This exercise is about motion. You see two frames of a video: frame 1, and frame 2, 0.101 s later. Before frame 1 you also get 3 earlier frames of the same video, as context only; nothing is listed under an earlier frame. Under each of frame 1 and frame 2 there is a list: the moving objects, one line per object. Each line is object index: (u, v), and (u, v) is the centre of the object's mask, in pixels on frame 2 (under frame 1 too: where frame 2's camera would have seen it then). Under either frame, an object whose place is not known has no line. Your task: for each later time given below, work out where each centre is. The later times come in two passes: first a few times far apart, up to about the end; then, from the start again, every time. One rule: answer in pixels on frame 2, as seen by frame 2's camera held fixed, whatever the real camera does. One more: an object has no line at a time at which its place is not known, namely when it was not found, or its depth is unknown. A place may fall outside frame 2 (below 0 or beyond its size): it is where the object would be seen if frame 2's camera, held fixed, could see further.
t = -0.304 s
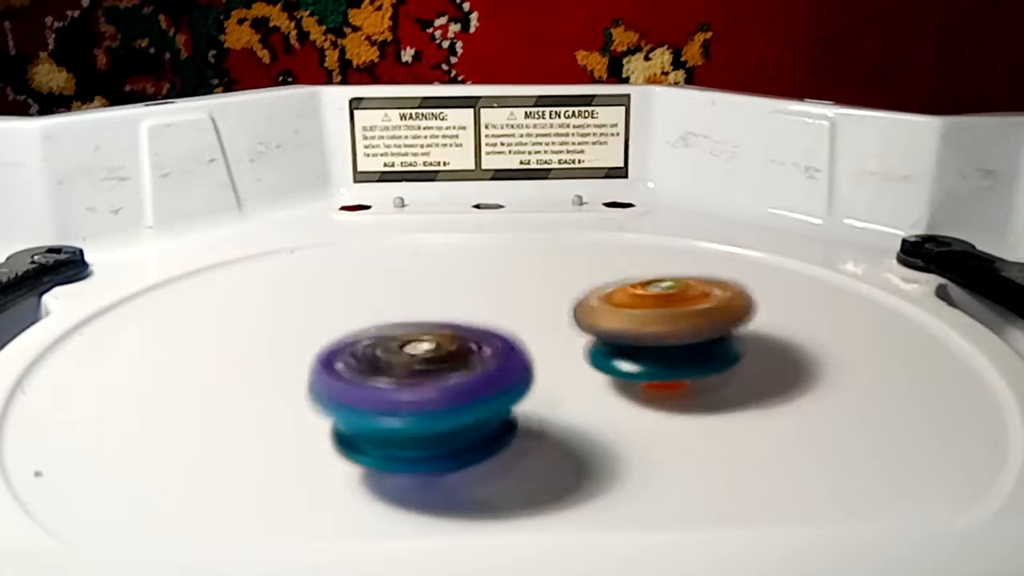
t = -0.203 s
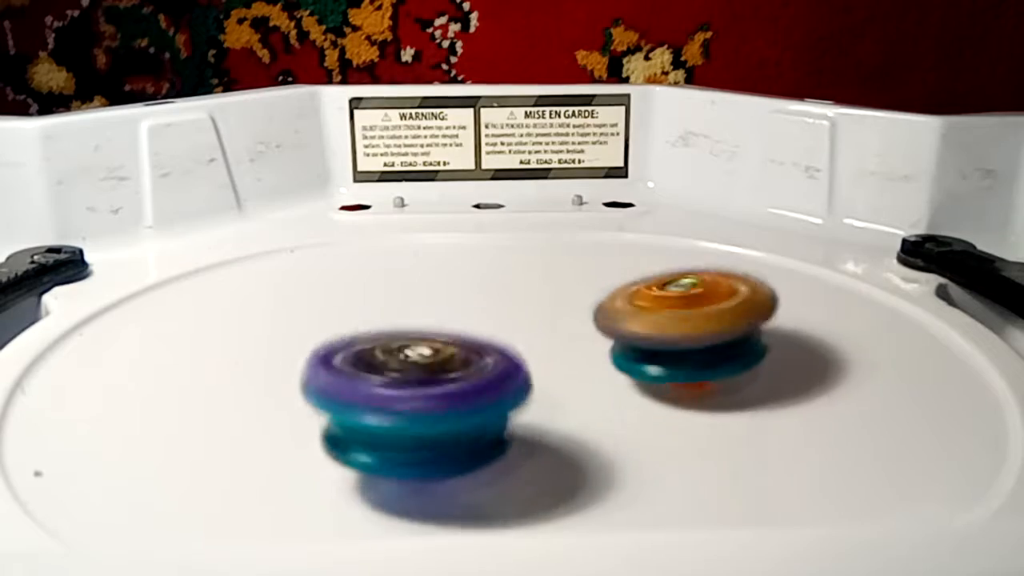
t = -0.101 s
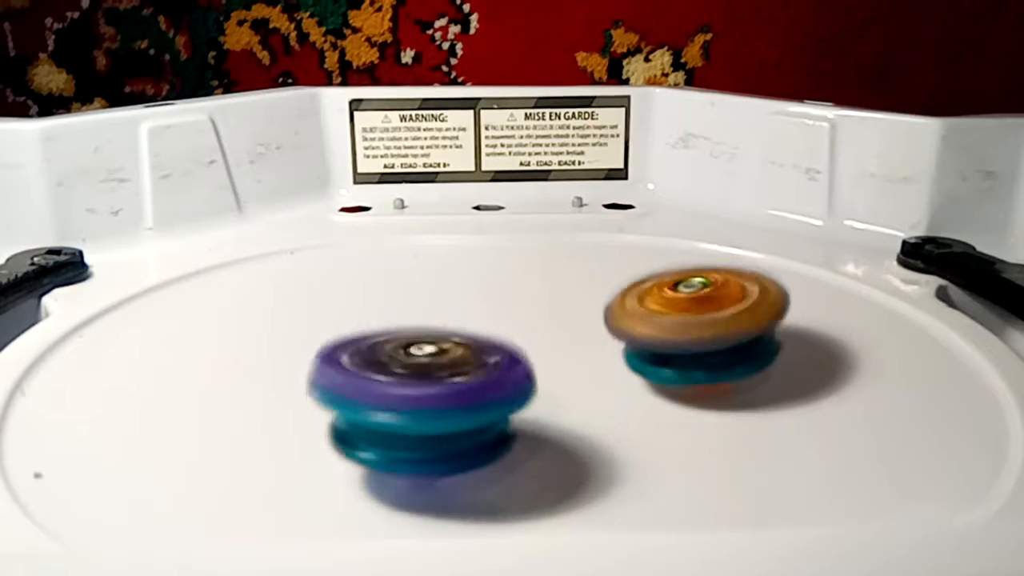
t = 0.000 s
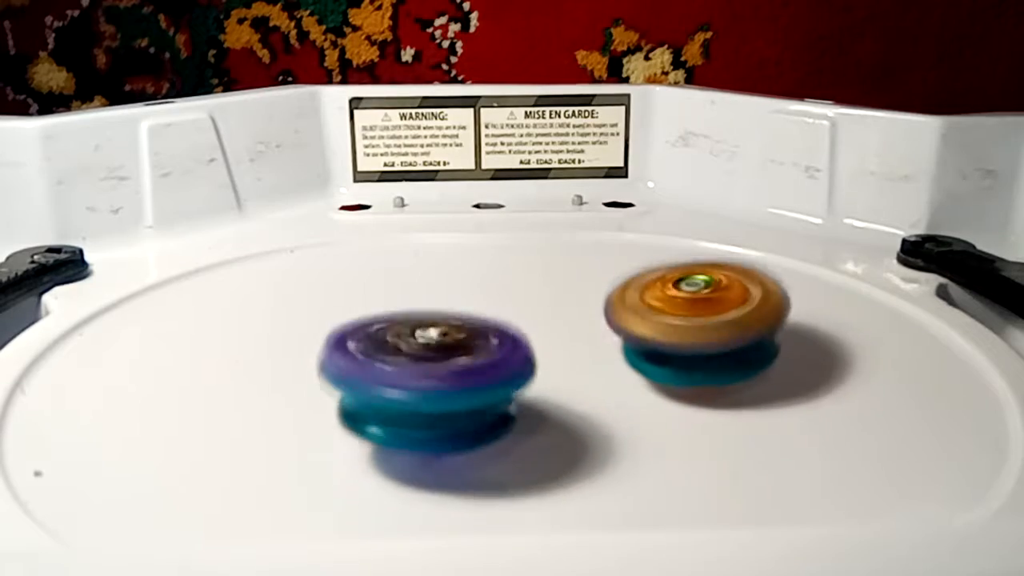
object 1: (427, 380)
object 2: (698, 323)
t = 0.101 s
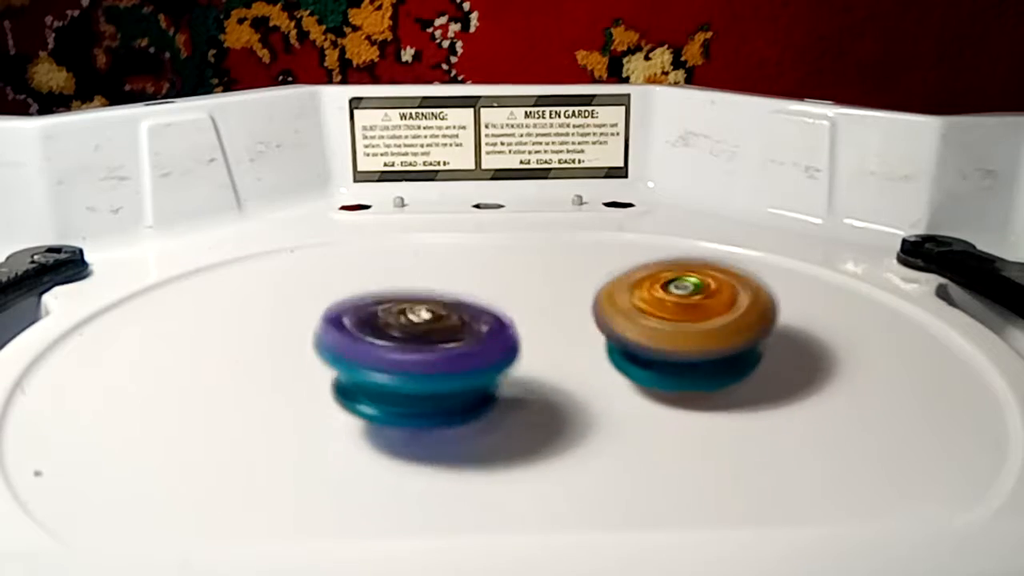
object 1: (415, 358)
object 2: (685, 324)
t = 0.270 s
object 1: (384, 326)
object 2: (643, 334)
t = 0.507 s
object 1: (358, 304)
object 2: (576, 362)
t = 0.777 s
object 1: (415, 306)
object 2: (517, 397)
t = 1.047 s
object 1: (522, 300)
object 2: (489, 416)
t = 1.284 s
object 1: (582, 309)
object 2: (468, 406)
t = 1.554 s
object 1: (599, 325)
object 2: (418, 373)
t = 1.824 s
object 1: (568, 341)
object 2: (352, 352)
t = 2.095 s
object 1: (591, 361)
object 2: (321, 348)
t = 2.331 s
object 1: (568, 342)
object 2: (352, 350)
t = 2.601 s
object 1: (649, 320)
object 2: (349, 341)
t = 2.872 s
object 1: (691, 284)
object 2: (325, 336)
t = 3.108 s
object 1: (587, 306)
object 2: (360, 340)
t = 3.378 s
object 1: (583, 344)
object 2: (340, 340)
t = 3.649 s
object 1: (601, 352)
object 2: (377, 345)
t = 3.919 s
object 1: (584, 348)
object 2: (384, 322)
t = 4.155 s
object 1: (579, 344)
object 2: (376, 311)
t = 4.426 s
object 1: (583, 341)
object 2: (403, 316)
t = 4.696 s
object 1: (583, 345)
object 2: (415, 307)
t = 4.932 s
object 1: (573, 353)
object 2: (406, 313)
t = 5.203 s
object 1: (644, 366)
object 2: (360, 305)
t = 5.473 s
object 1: (621, 352)
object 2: (415, 330)
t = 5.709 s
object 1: (648, 345)
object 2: (397, 334)
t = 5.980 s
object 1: (594, 336)
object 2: (415, 338)
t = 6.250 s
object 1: (632, 333)
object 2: (372, 313)
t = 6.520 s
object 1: (631, 324)
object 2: (434, 329)
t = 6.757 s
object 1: (606, 324)
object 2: (417, 339)
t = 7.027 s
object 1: (605, 328)
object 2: (387, 372)
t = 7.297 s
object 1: (593, 325)
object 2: (438, 373)
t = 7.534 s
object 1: (580, 326)
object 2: (437, 392)
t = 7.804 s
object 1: (581, 326)
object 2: (427, 384)
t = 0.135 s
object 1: (410, 350)
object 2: (679, 324)
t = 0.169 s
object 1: (403, 343)
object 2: (671, 327)
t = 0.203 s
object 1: (398, 339)
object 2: (662, 329)
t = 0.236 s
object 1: (390, 331)
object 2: (653, 331)
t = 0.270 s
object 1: (384, 326)
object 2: (643, 334)
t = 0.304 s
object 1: (378, 320)
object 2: (635, 336)
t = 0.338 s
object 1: (373, 316)
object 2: (624, 341)
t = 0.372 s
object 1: (369, 312)
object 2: (615, 343)
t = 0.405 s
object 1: (364, 309)
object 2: (606, 349)
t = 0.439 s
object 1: (360, 307)
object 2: (595, 353)
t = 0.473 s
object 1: (359, 304)
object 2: (587, 356)
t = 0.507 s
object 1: (358, 304)
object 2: (576, 362)
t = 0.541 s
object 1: (358, 303)
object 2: (570, 365)
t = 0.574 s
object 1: (363, 305)
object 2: (565, 371)
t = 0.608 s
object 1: (368, 306)
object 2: (558, 374)
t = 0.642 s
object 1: (375, 306)
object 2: (549, 381)
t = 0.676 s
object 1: (383, 308)
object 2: (538, 387)
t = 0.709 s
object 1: (392, 308)
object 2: (529, 390)
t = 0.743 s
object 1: (402, 306)
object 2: (522, 395)
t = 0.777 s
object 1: (415, 306)
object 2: (517, 397)
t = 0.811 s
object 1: (429, 301)
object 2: (512, 401)
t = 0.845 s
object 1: (446, 299)
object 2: (506, 405)
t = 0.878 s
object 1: (465, 298)
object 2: (504, 408)
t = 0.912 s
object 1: (480, 299)
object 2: (498, 411)
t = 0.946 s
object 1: (492, 298)
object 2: (497, 413)
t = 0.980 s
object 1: (502, 300)
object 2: (494, 416)
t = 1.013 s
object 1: (512, 299)
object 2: (491, 415)
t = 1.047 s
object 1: (522, 300)
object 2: (489, 416)
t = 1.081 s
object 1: (529, 300)
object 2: (486, 416)
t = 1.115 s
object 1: (538, 301)
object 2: (484, 416)
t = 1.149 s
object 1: (546, 301)
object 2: (482, 415)
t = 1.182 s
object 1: (556, 304)
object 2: (480, 413)
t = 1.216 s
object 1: (564, 304)
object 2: (475, 411)
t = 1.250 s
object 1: (574, 308)
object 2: (473, 408)
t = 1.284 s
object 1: (582, 309)
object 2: (468, 406)
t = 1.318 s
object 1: (589, 312)
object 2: (463, 402)
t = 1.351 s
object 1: (593, 313)
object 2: (458, 398)
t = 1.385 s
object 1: (597, 317)
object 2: (452, 394)
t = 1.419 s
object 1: (600, 318)
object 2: (446, 390)
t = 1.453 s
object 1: (601, 320)
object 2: (439, 386)
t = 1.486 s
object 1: (602, 321)
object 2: (433, 381)
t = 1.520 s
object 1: (601, 324)
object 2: (425, 378)
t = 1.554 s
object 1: (599, 325)
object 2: (418, 373)
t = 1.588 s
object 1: (596, 328)
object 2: (410, 370)
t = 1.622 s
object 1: (594, 329)
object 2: (403, 366)
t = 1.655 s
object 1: (593, 331)
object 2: (395, 363)
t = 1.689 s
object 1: (589, 332)
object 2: (386, 360)
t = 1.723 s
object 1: (582, 335)
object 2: (378, 358)
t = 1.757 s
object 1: (579, 335)
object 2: (369, 355)
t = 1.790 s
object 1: (575, 340)
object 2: (360, 354)
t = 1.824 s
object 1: (568, 341)
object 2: (352, 352)
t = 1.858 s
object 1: (565, 345)
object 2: (345, 351)
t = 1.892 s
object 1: (566, 353)
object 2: (339, 349)
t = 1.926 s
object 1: (565, 357)
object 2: (333, 349)
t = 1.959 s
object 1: (568, 361)
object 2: (328, 349)
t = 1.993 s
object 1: (574, 363)
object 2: (326, 349)
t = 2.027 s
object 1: (581, 364)
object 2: (323, 348)
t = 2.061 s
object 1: (586, 364)
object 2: (322, 348)
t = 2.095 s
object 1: (591, 361)
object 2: (321, 348)
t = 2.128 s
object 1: (590, 360)
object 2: (322, 348)
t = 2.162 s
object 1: (586, 357)
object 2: (324, 349)
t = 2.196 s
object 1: (581, 353)
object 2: (328, 350)
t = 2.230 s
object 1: (579, 350)
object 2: (333, 350)
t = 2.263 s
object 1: (570, 347)
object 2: (339, 351)
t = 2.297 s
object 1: (568, 343)
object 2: (346, 350)
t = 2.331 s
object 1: (568, 342)
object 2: (352, 350)
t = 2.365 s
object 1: (568, 343)
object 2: (361, 349)
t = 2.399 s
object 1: (570, 342)
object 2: (368, 349)
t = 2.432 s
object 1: (575, 343)
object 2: (379, 347)
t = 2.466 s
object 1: (582, 343)
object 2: (386, 347)
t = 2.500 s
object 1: (589, 340)
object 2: (392, 345)
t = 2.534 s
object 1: (614, 333)
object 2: (373, 341)
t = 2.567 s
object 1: (634, 326)
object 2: (357, 342)
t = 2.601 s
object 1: (649, 320)
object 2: (349, 341)
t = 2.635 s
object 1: (664, 315)
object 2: (345, 340)
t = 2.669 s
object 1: (675, 309)
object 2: (338, 338)
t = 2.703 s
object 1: (686, 304)
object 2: (333, 338)
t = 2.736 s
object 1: (694, 299)
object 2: (329, 337)
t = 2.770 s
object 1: (699, 295)
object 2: (327, 337)
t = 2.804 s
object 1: (700, 290)
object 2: (326, 336)
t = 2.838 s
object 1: (699, 287)
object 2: (324, 336)
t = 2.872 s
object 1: (691, 284)
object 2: (325, 336)
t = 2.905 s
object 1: (680, 283)
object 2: (326, 337)
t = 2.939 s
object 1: (669, 285)
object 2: (330, 337)
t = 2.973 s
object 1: (653, 287)
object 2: (333, 338)
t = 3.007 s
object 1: (637, 290)
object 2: (340, 338)
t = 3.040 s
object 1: (622, 293)
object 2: (344, 338)
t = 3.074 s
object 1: (605, 299)
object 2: (353, 339)
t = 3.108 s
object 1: (587, 306)
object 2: (360, 340)
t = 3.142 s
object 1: (572, 311)
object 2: (368, 339)
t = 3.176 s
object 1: (558, 317)
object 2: (369, 338)
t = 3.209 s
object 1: (562, 320)
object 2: (346, 336)
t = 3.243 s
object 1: (563, 323)
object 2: (337, 338)
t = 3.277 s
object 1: (566, 327)
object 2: (336, 340)
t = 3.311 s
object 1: (570, 331)
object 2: (341, 339)
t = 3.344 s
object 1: (576, 339)
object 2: (342, 339)
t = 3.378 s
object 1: (583, 344)
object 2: (340, 340)
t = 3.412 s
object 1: (591, 348)
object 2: (340, 341)
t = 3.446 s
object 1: (597, 352)
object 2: (341, 342)
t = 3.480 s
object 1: (605, 353)
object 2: (346, 343)
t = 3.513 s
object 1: (611, 353)
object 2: (350, 344)
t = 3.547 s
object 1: (613, 355)
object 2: (356, 344)
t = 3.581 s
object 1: (607, 353)
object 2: (362, 345)
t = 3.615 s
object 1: (605, 353)
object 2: (368, 345)
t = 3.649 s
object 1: (601, 352)
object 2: (377, 345)
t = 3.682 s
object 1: (594, 352)
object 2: (382, 343)
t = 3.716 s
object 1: (589, 353)
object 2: (390, 341)
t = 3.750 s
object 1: (580, 351)
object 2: (395, 340)
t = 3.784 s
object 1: (578, 351)
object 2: (393, 336)
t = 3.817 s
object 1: (583, 352)
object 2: (388, 332)
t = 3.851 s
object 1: (584, 351)
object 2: (386, 329)
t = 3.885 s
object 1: (585, 349)
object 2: (386, 324)
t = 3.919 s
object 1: (584, 348)
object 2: (384, 322)
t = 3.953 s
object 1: (584, 348)
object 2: (382, 320)
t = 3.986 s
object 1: (577, 347)
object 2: (381, 317)
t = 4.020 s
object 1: (575, 349)
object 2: (380, 315)
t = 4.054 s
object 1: (577, 346)
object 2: (379, 313)
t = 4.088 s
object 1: (574, 343)
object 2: (377, 311)
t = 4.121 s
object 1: (577, 346)
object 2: (375, 311)
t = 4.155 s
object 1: (579, 344)
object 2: (376, 311)
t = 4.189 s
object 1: (578, 343)
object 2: (378, 311)
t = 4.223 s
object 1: (581, 344)
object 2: (378, 310)
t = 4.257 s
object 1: (583, 344)
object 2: (380, 311)
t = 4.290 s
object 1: (579, 342)
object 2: (381, 312)
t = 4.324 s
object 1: (582, 343)
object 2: (387, 313)
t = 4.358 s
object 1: (582, 341)
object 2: (393, 314)
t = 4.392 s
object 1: (580, 340)
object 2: (398, 314)
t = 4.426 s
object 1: (583, 341)
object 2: (403, 316)
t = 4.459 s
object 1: (582, 339)
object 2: (406, 316)
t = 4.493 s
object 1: (578, 339)
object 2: (411, 313)
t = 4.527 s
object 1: (579, 340)
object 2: (415, 313)
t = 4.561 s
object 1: (582, 338)
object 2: (415, 314)
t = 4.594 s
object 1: (583, 339)
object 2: (417, 311)
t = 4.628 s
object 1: (585, 342)
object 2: (418, 310)
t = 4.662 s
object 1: (581, 342)
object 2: (418, 309)
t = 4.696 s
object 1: (583, 345)
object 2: (415, 307)
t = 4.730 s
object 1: (585, 348)
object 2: (412, 308)
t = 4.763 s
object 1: (584, 349)
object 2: (411, 309)
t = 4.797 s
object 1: (585, 353)
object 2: (411, 309)
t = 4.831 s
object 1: (584, 352)
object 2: (410, 309)
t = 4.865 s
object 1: (579, 351)
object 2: (409, 310)
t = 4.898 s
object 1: (578, 356)
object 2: (408, 311)
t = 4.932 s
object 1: (573, 353)
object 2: (406, 313)
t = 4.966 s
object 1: (567, 351)
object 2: (405, 314)
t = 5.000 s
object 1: (588, 358)
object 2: (395, 310)
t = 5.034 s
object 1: (605, 360)
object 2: (378, 305)
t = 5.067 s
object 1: (615, 361)
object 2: (370, 303)
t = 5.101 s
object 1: (627, 364)
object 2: (365, 304)
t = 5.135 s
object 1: (635, 366)
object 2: (361, 304)
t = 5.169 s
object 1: (640, 366)
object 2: (360, 304)
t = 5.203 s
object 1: (644, 366)
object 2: (360, 305)
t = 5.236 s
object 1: (648, 369)
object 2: (360, 307)
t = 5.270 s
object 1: (649, 367)
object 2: (363, 309)
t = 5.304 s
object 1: (642, 365)
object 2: (366, 311)
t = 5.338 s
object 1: (642, 363)
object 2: (372, 315)
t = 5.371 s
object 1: (639, 365)
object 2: (382, 320)
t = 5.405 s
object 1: (637, 359)
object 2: (390, 322)
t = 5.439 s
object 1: (630, 355)
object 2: (400, 325)
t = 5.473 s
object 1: (621, 352)
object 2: (415, 330)
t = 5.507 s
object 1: (613, 346)
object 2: (429, 334)
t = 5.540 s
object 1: (628, 345)
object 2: (420, 334)
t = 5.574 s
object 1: (642, 343)
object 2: (408, 331)
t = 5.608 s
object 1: (648, 342)
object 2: (400, 333)
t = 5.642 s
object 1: (652, 342)
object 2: (398, 332)
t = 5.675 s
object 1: (650, 342)
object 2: (396, 333)
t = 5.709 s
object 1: (648, 345)
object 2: (397, 334)
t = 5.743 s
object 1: (644, 348)
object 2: (397, 334)
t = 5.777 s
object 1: (640, 351)
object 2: (399, 334)
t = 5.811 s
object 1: (636, 348)
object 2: (399, 335)
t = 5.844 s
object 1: (626, 349)
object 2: (401, 337)
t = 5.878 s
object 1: (620, 351)
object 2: (403, 338)
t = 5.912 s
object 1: (613, 350)
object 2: (406, 339)
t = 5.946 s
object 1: (603, 345)
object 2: (409, 338)
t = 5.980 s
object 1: (594, 336)
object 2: (415, 338)
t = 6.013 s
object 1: (599, 335)
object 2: (406, 335)
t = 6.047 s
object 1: (610, 332)
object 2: (395, 329)
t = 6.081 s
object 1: (616, 328)
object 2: (389, 327)
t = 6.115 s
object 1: (621, 329)
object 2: (381, 325)
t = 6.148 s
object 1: (621, 329)
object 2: (375, 321)
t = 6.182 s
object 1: (625, 329)
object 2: (368, 319)
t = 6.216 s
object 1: (630, 333)
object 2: (366, 316)
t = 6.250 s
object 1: (632, 333)
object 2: (372, 313)
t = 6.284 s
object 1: (636, 335)
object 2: (382, 313)
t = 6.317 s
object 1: (635, 335)
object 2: (391, 316)
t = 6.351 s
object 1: (636, 335)
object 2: (395, 316)
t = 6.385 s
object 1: (640, 336)
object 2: (399, 316)
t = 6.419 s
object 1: (641, 334)
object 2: (406, 317)
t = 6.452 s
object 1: (641, 327)
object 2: (417, 318)
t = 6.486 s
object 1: (638, 324)
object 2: (428, 326)
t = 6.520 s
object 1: (631, 324)
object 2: (434, 329)
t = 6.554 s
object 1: (623, 325)
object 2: (436, 326)
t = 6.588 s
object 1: (620, 327)
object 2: (430, 331)
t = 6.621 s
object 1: (620, 334)
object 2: (427, 333)
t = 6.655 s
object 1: (621, 334)
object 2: (420, 337)
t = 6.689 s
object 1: (615, 335)
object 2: (416, 338)
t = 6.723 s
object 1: (610, 328)
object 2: (415, 339)
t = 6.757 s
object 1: (606, 324)
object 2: (417, 339)
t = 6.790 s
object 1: (604, 323)
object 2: (415, 341)
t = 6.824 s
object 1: (610, 325)
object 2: (405, 343)
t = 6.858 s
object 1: (616, 327)
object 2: (397, 348)
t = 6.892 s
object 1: (620, 336)
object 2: (392, 352)
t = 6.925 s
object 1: (617, 333)
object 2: (387, 355)
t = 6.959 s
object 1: (614, 335)
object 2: (385, 359)
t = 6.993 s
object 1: (608, 334)
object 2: (384, 363)
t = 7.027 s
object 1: (605, 328)
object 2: (387, 372)
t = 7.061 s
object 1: (602, 327)
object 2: (393, 377)
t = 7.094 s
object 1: (600, 324)
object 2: (394, 369)
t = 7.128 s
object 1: (598, 324)
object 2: (400, 369)
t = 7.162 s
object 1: (592, 324)
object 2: (405, 372)
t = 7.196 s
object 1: (589, 323)
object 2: (415, 371)
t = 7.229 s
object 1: (591, 322)
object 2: (428, 369)
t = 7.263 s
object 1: (592, 323)
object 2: (436, 368)
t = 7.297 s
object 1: (593, 325)
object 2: (438, 373)
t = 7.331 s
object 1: (593, 326)
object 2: (438, 378)
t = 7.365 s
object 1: (588, 325)
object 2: (437, 381)
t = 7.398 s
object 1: (583, 324)
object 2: (440, 384)
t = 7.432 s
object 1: (582, 324)
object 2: (437, 386)
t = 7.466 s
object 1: (581, 325)
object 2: (437, 389)
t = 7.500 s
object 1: (581, 326)
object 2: (437, 391)
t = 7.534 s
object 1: (580, 326)
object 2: (437, 392)
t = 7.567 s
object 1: (580, 326)
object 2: (437, 390)
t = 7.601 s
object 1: (580, 326)
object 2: (436, 387)
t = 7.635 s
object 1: (581, 326)
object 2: (434, 384)
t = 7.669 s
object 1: (581, 326)
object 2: (431, 384)
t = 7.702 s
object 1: (581, 326)
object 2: (429, 385)
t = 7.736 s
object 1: (581, 326)
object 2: (427, 384)
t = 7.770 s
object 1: (581, 326)
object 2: (427, 384)
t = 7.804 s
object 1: (581, 326)
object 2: (427, 384)
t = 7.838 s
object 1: (581, 326)
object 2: (427, 384)
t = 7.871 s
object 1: (581, 327)
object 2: (427, 384)
